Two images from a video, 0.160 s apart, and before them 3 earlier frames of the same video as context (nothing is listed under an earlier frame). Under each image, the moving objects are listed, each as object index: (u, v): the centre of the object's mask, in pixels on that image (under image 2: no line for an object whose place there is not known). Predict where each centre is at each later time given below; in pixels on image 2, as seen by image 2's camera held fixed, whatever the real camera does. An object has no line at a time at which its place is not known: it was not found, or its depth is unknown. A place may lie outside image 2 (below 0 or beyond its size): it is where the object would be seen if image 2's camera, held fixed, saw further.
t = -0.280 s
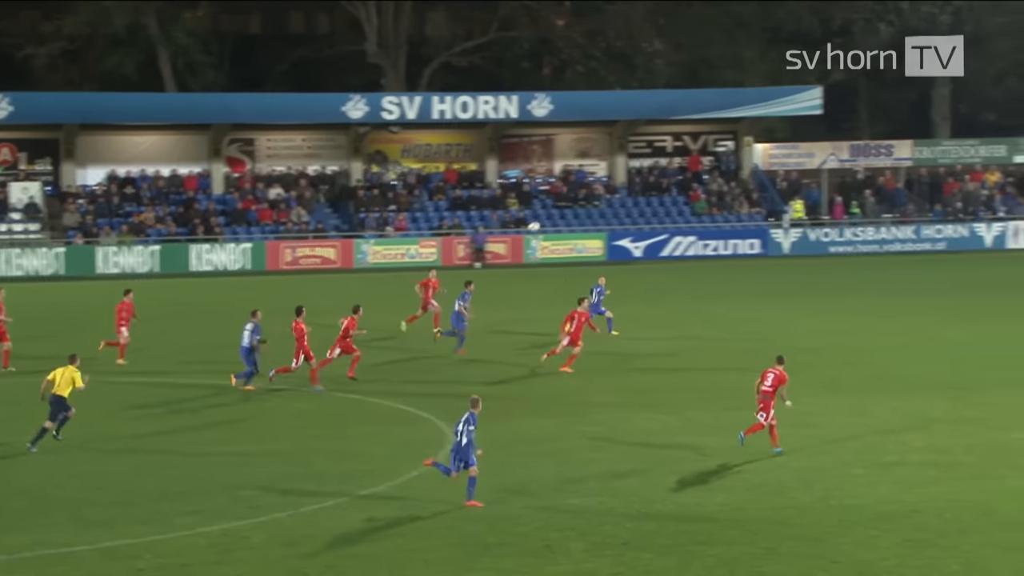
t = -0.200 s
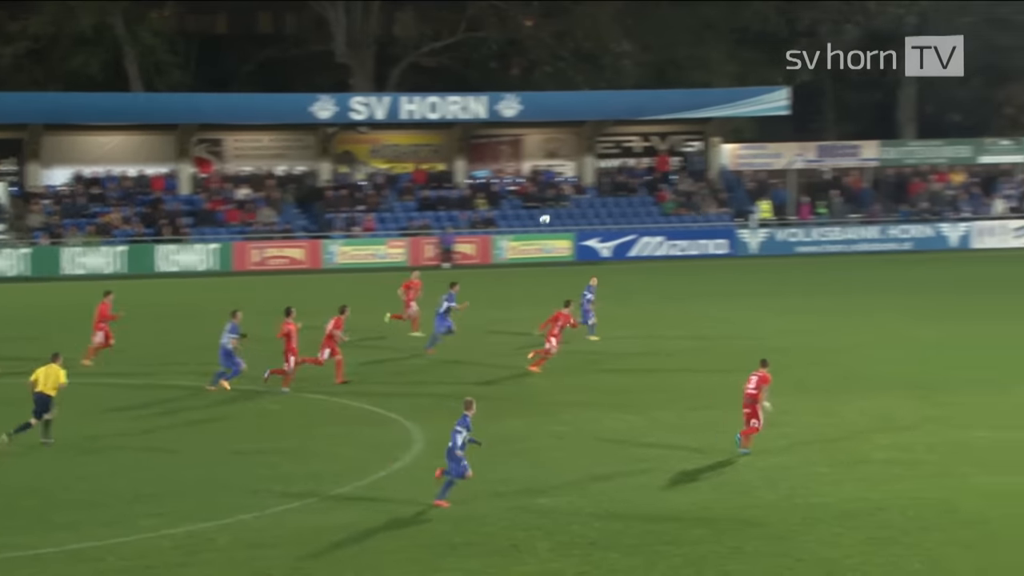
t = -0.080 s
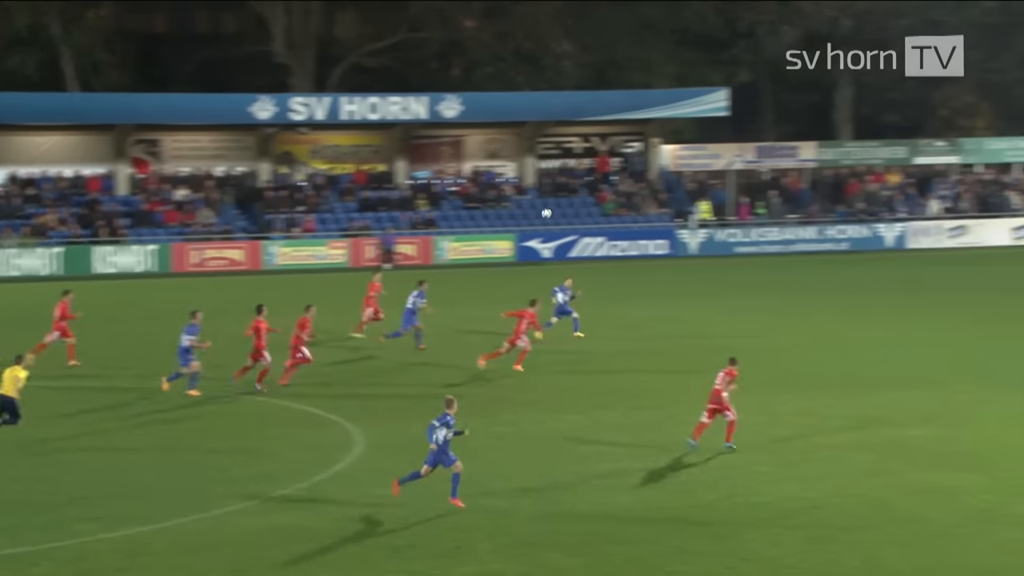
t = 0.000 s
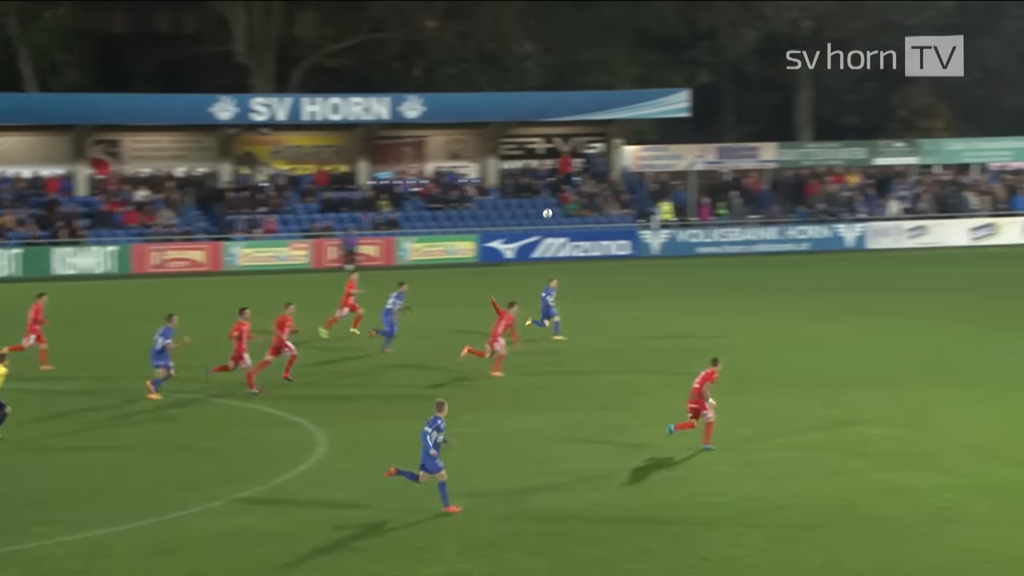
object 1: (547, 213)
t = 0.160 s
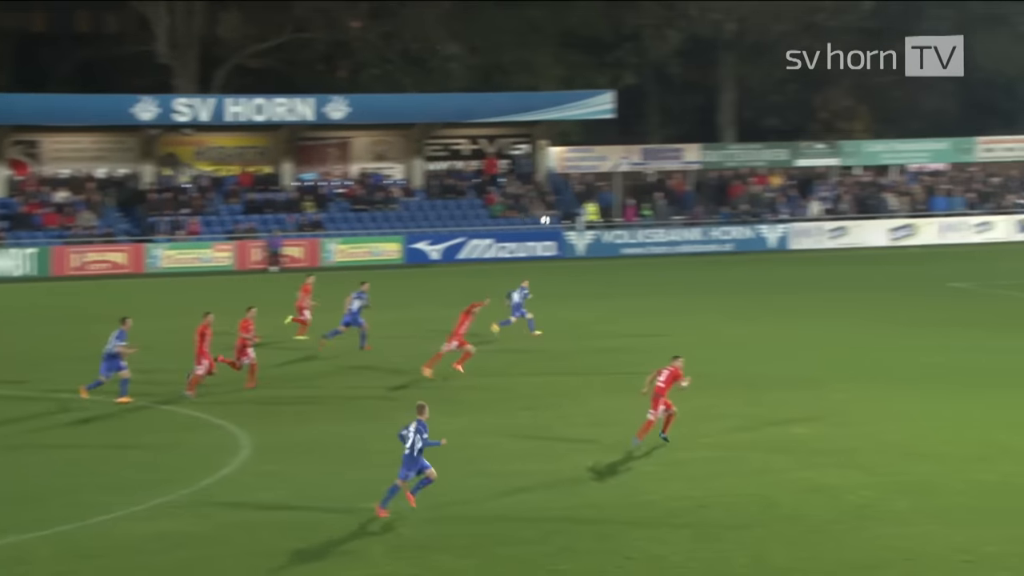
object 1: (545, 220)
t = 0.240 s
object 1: (574, 226)
